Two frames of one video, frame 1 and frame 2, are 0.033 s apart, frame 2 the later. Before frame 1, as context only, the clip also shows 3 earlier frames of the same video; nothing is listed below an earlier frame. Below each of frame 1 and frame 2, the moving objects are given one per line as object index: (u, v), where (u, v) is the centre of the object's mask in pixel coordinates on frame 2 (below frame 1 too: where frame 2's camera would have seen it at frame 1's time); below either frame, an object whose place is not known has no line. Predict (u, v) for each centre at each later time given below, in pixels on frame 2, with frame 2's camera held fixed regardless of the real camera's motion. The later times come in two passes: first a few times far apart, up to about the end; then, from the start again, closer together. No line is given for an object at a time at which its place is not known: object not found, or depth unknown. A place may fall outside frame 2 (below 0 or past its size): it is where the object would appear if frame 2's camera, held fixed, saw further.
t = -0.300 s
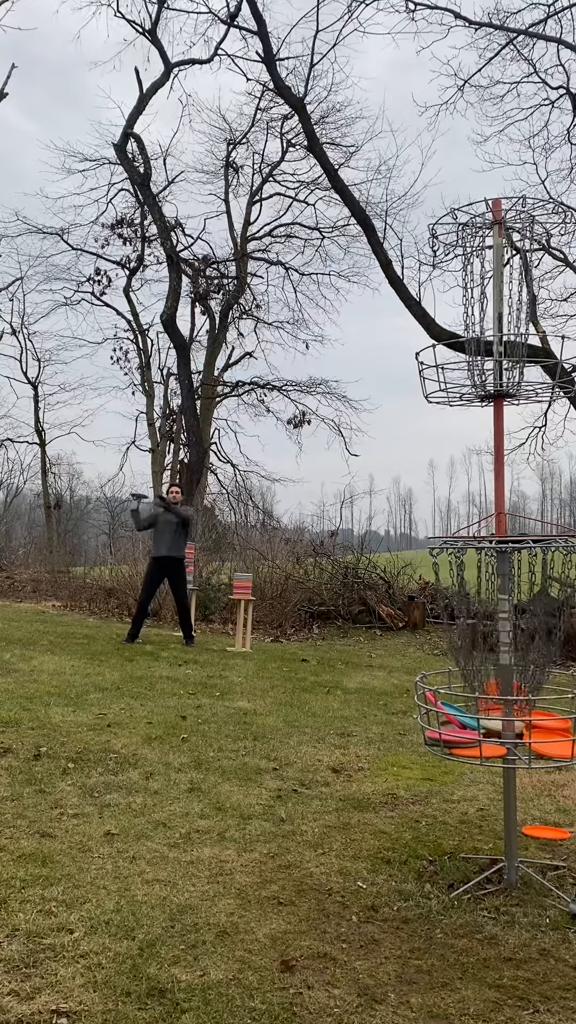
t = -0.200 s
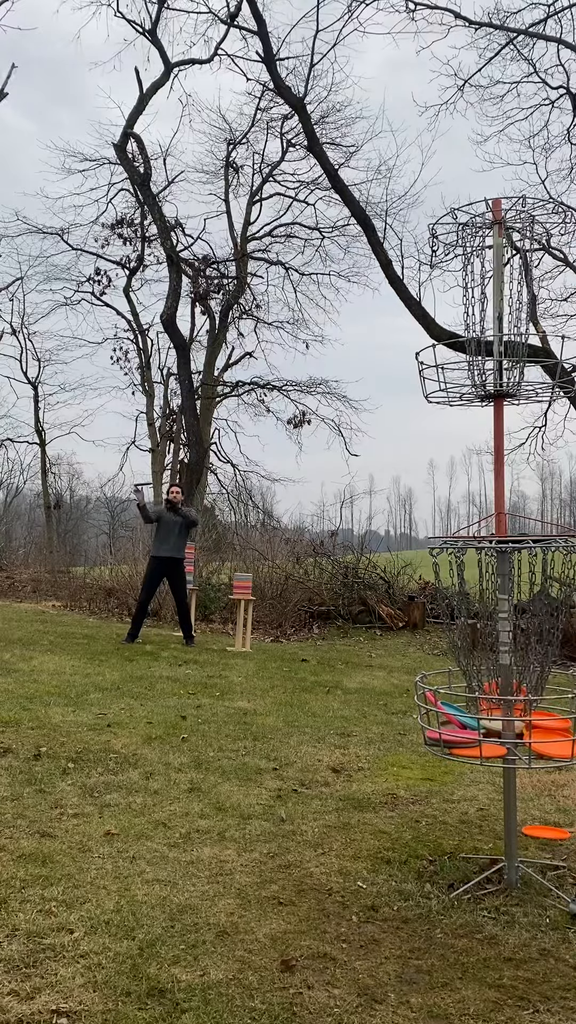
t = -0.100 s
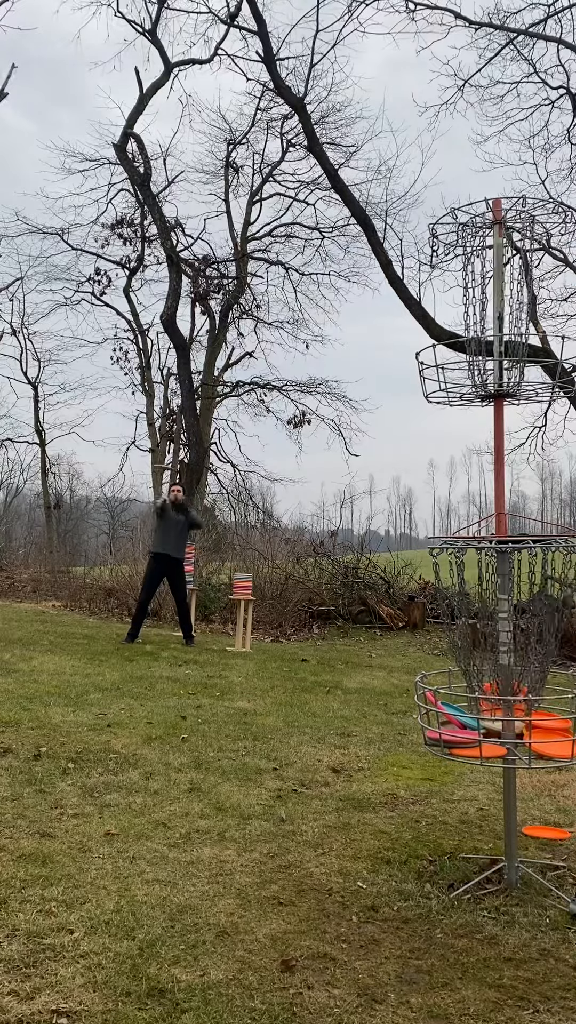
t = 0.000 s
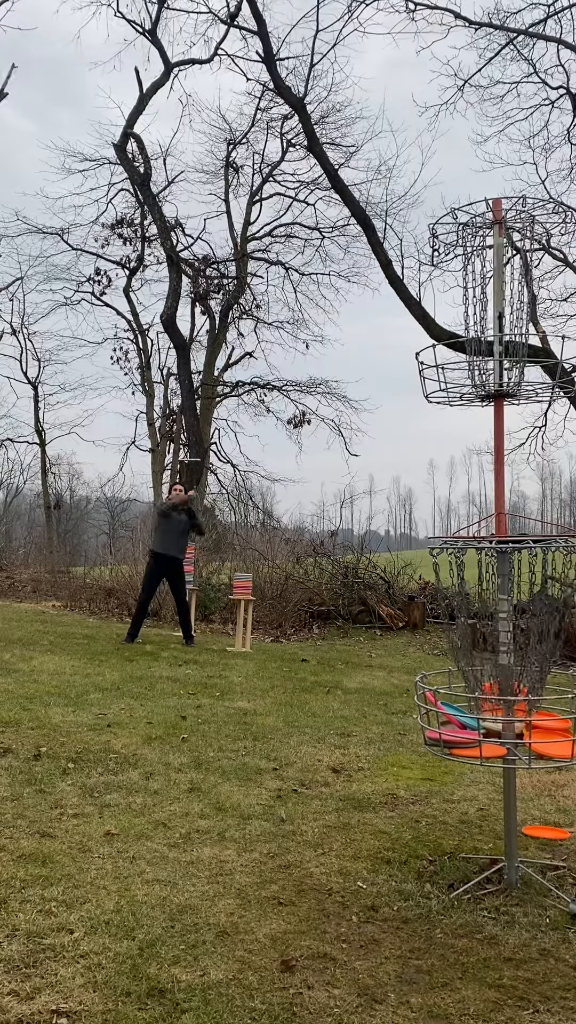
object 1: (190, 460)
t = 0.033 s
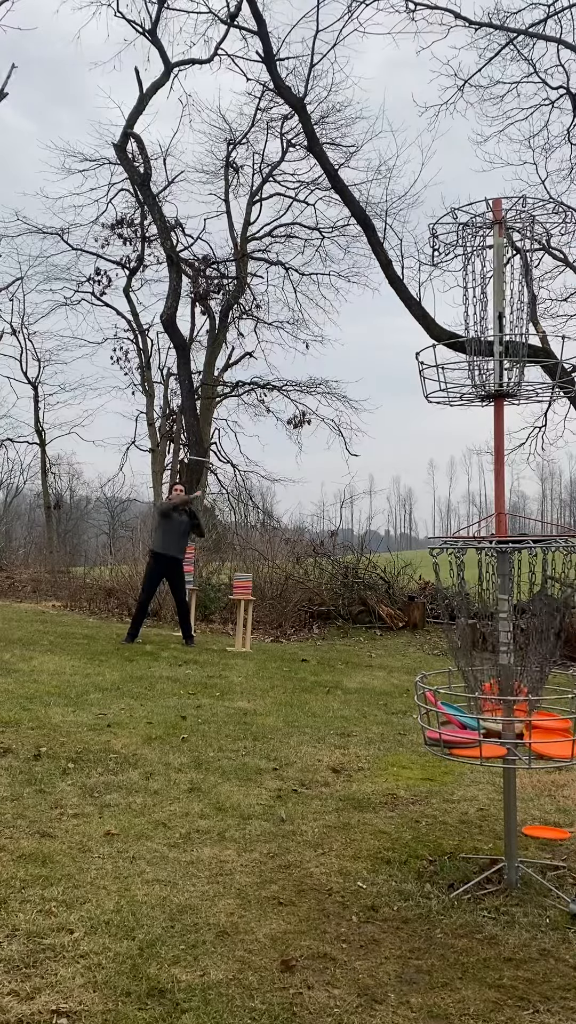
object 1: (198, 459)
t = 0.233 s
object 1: (265, 475)
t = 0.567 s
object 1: (471, 596)
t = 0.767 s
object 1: (566, 650)
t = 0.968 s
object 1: (536, 670)
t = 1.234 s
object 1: (517, 730)
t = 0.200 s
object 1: (250, 469)
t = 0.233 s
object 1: (265, 475)
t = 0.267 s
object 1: (279, 481)
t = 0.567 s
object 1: (471, 596)
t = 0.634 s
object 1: (548, 648)
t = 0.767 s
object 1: (566, 650)
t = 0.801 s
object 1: (560, 645)
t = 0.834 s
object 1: (554, 641)
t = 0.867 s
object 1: (550, 641)
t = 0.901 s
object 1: (543, 654)
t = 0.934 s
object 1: (540, 660)
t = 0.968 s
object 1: (536, 670)
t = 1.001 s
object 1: (533, 681)
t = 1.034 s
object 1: (529, 699)
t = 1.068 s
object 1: (525, 720)
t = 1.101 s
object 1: (521, 728)
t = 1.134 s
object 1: (517, 726)
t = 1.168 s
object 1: (515, 727)
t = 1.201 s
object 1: (516, 727)
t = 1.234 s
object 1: (517, 730)
